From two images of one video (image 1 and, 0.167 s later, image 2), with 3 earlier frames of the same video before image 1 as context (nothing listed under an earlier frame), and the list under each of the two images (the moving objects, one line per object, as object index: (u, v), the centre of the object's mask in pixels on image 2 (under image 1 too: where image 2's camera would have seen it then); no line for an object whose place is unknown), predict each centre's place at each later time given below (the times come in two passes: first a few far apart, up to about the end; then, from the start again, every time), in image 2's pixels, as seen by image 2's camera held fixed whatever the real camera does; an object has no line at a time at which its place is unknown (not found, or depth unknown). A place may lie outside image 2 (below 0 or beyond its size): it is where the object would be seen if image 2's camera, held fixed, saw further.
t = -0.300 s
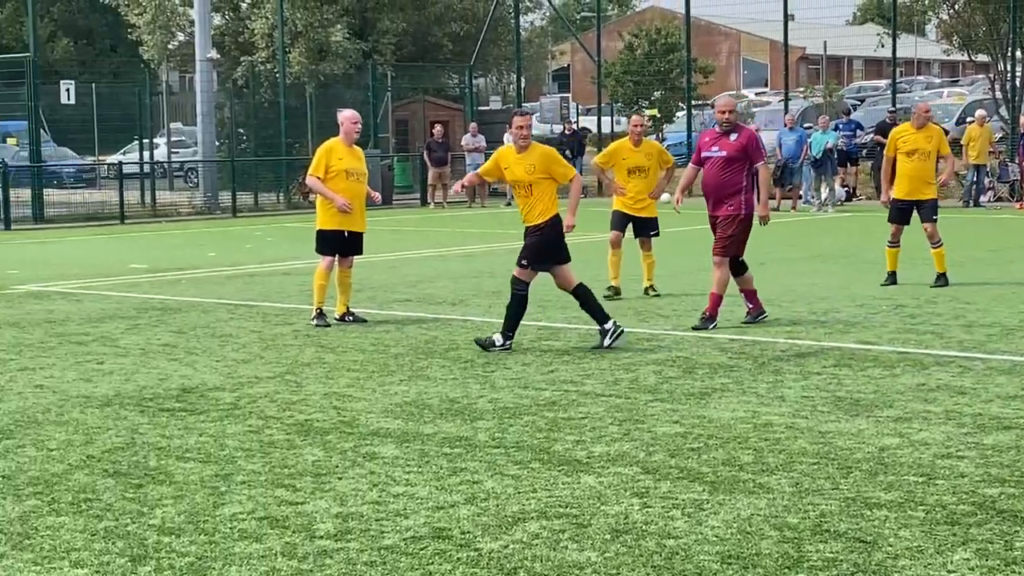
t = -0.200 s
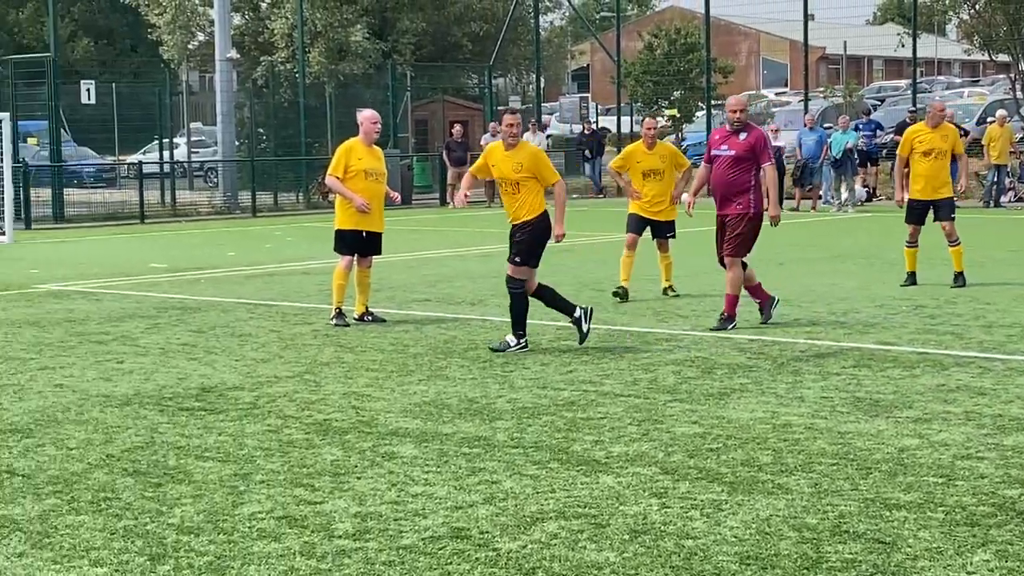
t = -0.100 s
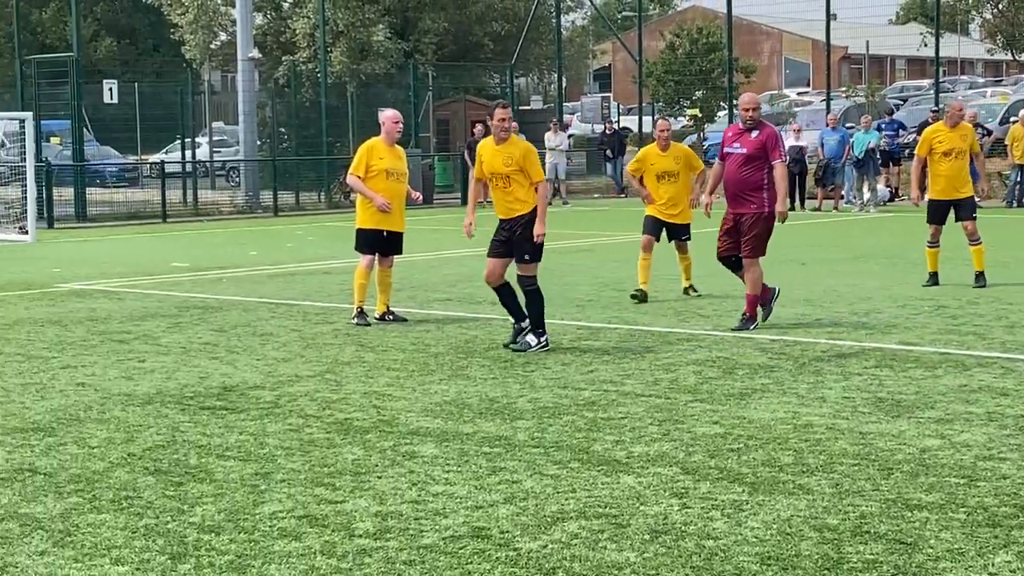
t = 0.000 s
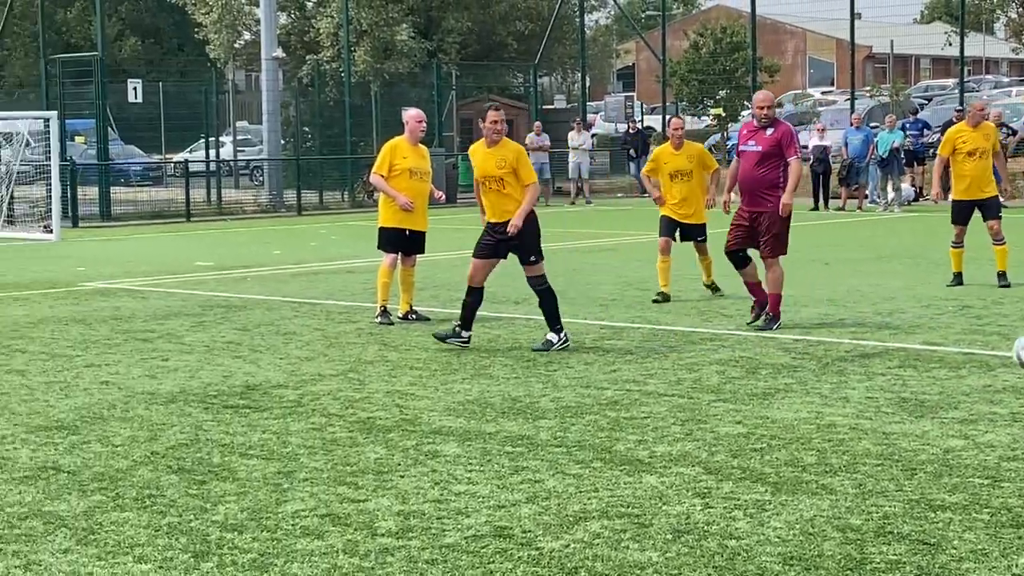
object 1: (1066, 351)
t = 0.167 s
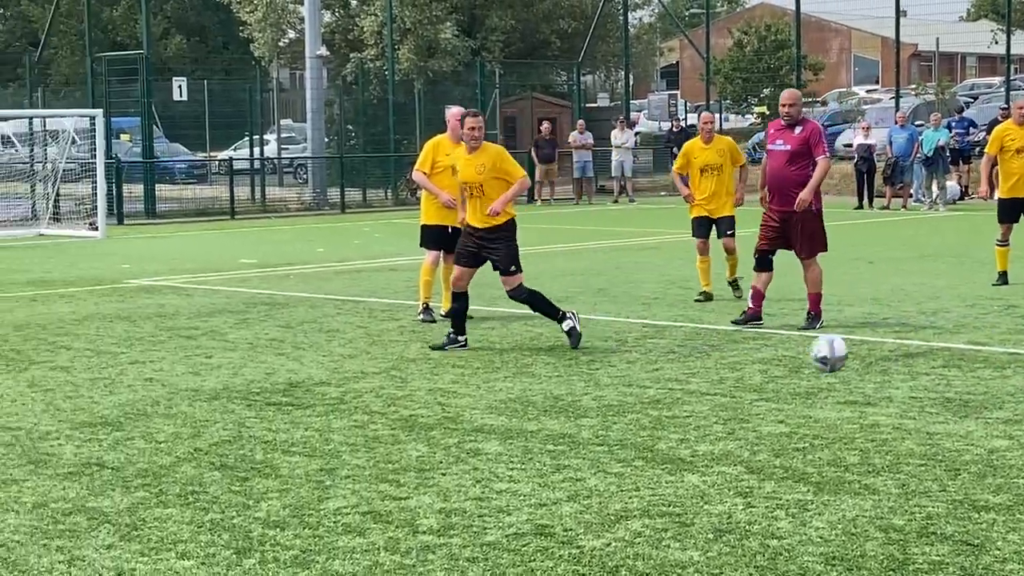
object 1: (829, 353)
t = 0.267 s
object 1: (672, 377)
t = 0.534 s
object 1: (289, 409)
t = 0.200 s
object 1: (777, 359)
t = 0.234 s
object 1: (725, 367)
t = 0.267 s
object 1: (672, 377)
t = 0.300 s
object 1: (618, 390)
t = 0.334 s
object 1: (564, 402)
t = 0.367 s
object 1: (520, 398)
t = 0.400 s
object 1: (474, 396)
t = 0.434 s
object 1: (430, 396)
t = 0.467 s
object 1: (384, 398)
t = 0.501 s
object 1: (337, 402)
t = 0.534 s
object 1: (289, 409)
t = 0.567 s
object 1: (242, 417)
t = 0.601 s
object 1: (194, 427)
